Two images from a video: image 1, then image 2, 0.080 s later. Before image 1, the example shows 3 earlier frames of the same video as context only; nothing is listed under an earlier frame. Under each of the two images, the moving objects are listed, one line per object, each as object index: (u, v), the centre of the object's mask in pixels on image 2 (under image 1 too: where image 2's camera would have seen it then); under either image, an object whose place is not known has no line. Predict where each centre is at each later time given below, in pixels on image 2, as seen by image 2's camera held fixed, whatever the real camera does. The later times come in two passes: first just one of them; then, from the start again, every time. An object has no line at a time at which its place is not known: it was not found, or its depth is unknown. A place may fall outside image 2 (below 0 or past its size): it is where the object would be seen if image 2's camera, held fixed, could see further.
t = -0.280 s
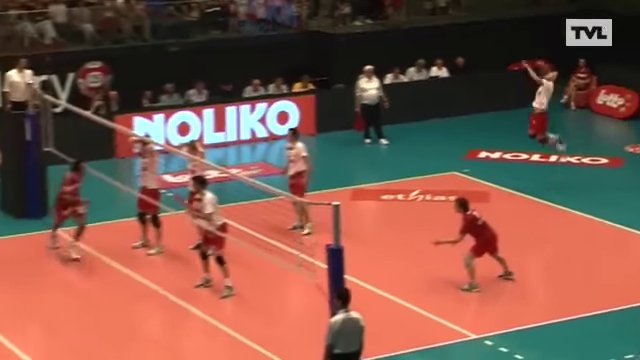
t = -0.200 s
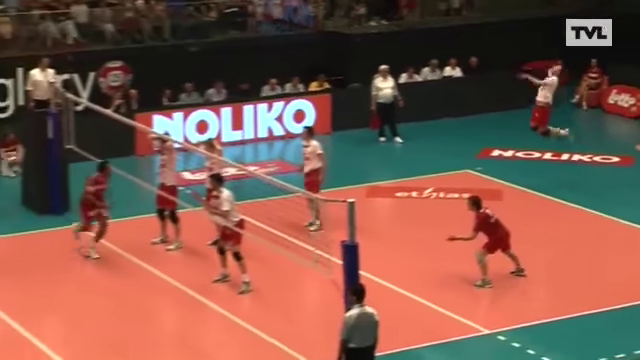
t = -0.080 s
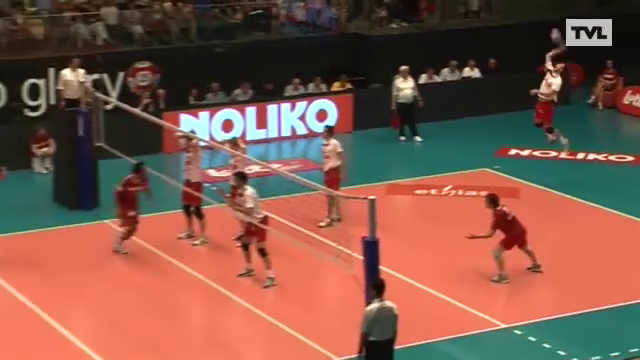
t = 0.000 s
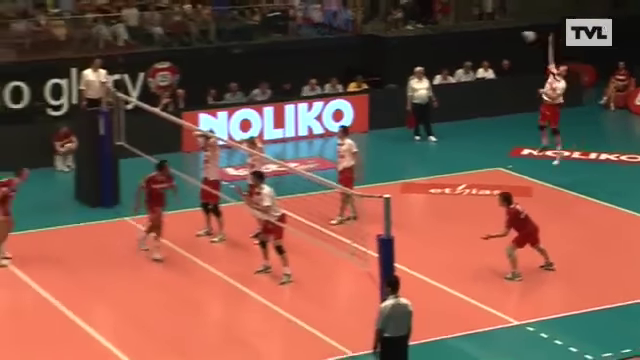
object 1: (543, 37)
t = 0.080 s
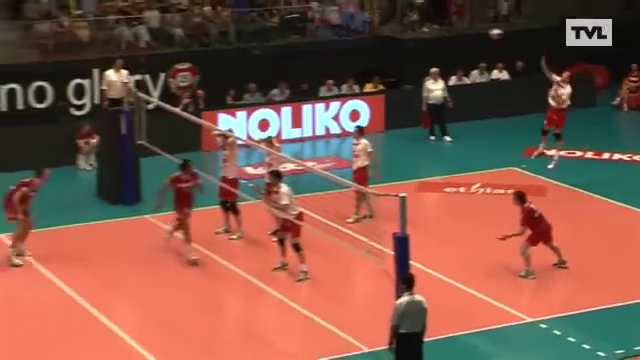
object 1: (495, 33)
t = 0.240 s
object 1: (398, 37)
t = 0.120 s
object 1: (471, 33)
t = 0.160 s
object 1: (446, 33)
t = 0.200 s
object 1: (423, 34)
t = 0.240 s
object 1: (398, 37)
